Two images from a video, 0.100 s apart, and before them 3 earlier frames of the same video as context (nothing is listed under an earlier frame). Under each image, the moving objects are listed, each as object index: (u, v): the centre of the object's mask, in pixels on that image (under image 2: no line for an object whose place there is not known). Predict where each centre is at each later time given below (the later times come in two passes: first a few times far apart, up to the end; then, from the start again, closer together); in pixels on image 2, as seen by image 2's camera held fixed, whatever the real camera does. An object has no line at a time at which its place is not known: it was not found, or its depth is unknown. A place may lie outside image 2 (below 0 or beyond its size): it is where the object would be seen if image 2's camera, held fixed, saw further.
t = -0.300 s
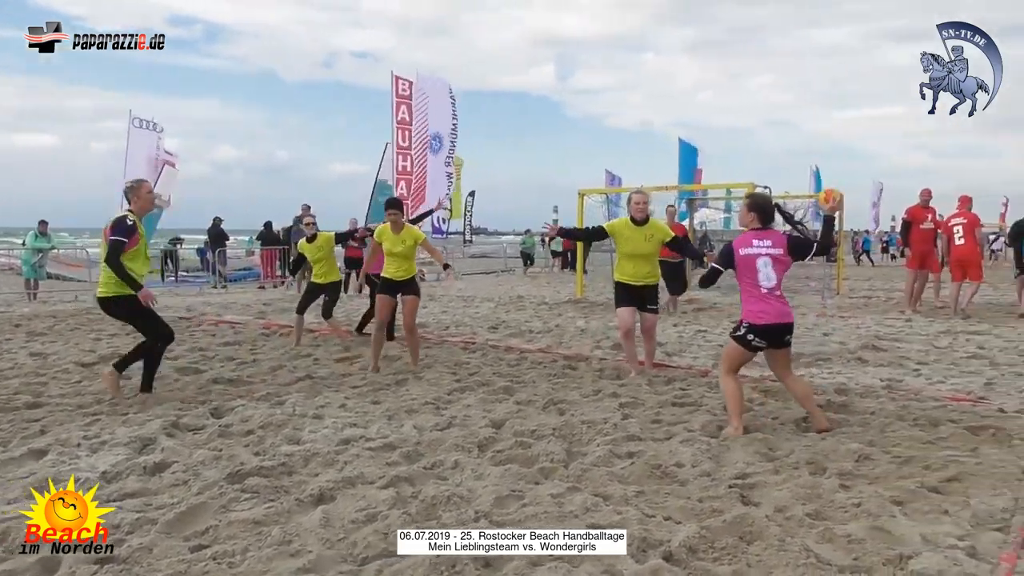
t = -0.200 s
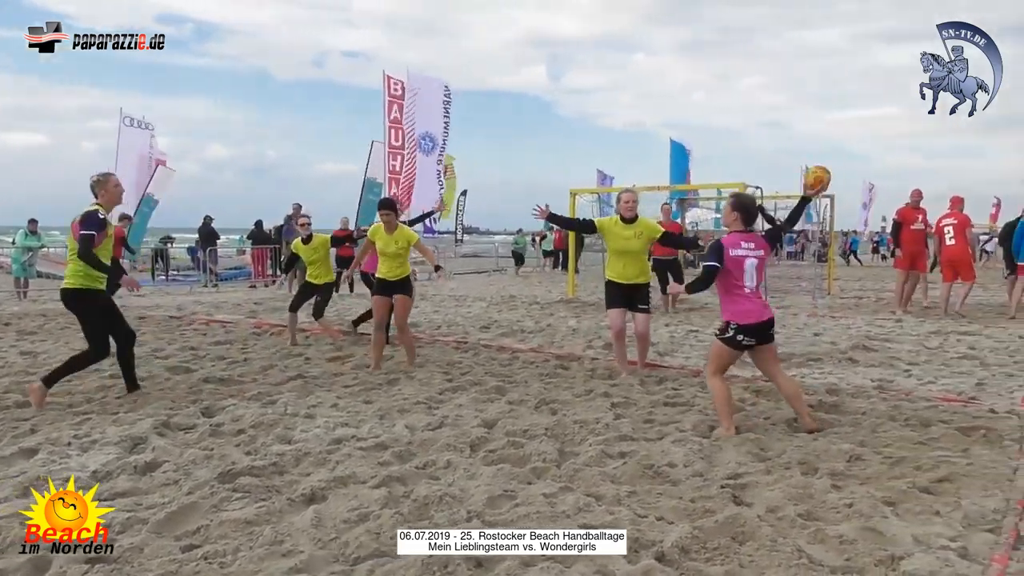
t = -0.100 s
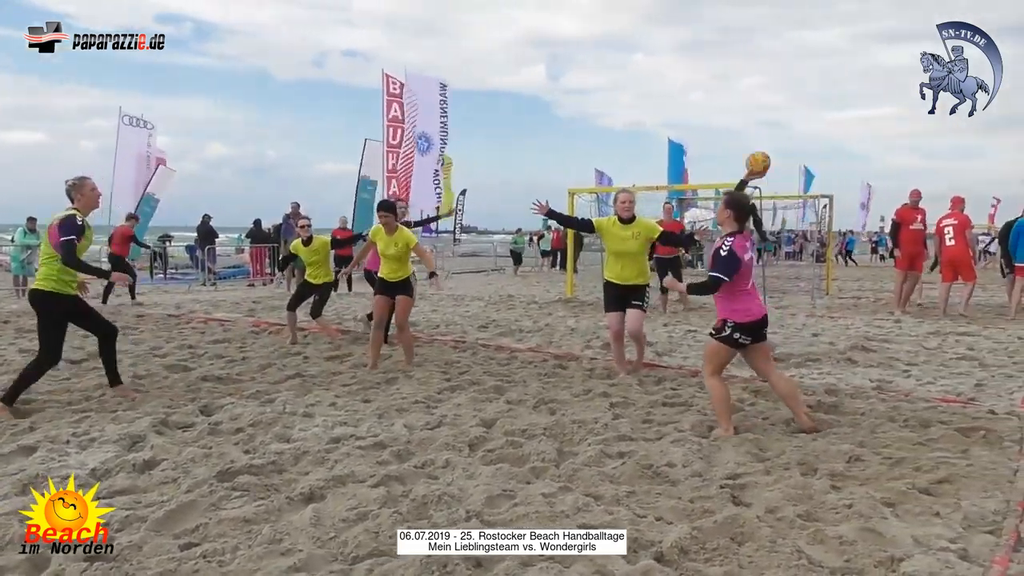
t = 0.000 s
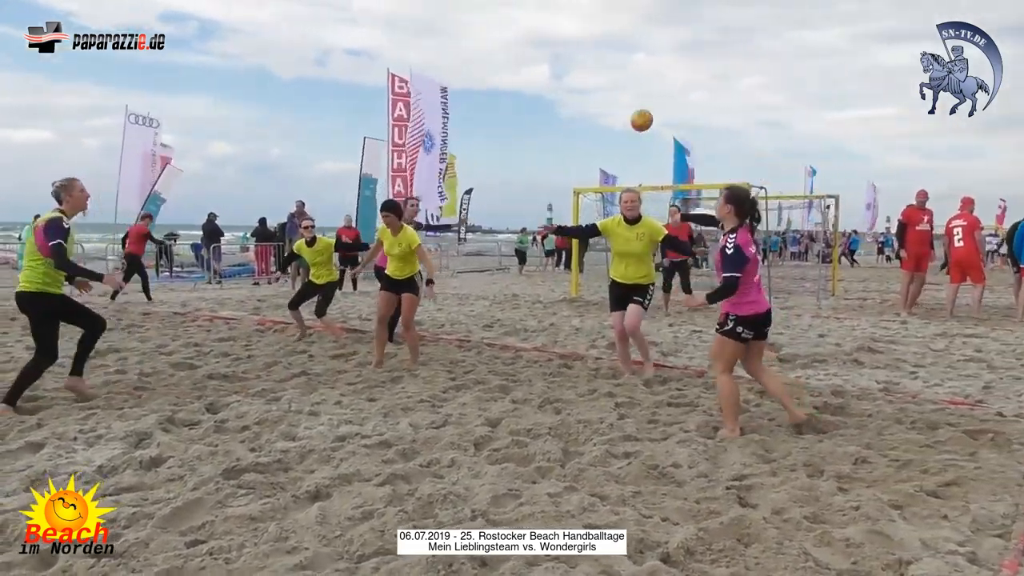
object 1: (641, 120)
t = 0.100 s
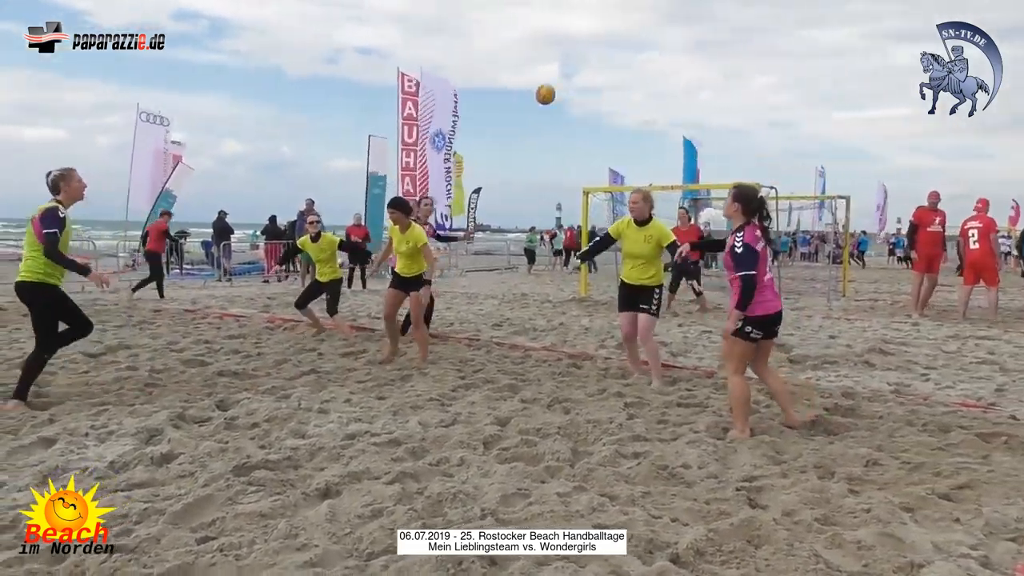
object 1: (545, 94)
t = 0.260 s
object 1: (410, 83)
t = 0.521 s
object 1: (251, 119)
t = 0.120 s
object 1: (526, 91)
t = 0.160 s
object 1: (490, 86)
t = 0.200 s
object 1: (456, 84)
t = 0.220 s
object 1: (440, 83)
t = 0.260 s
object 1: (410, 83)
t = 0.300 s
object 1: (380, 85)
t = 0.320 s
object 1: (367, 87)
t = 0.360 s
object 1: (341, 91)
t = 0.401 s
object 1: (316, 96)
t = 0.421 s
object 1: (305, 99)
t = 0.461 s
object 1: (282, 106)
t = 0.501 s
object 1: (261, 114)
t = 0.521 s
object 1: (251, 119)
